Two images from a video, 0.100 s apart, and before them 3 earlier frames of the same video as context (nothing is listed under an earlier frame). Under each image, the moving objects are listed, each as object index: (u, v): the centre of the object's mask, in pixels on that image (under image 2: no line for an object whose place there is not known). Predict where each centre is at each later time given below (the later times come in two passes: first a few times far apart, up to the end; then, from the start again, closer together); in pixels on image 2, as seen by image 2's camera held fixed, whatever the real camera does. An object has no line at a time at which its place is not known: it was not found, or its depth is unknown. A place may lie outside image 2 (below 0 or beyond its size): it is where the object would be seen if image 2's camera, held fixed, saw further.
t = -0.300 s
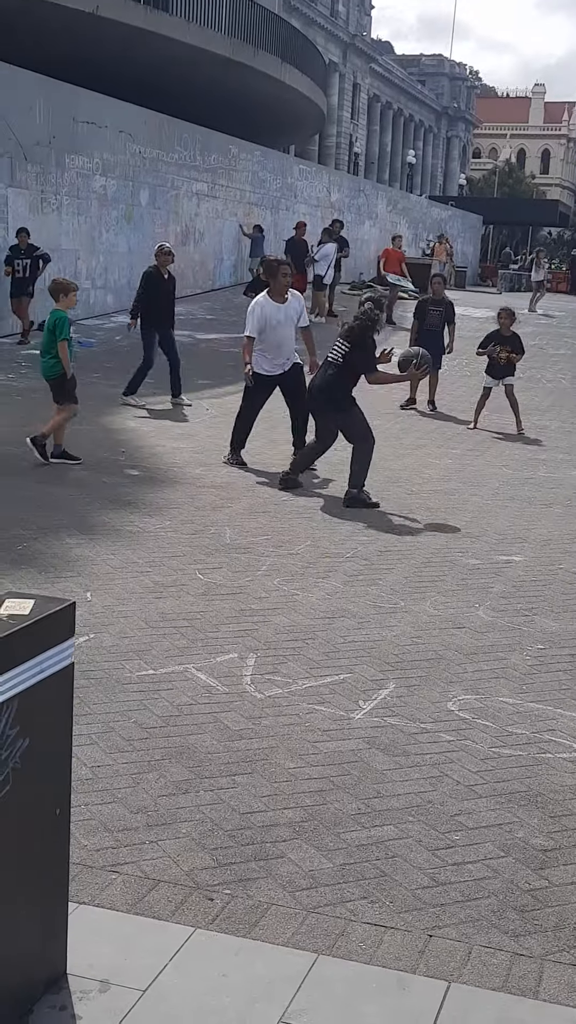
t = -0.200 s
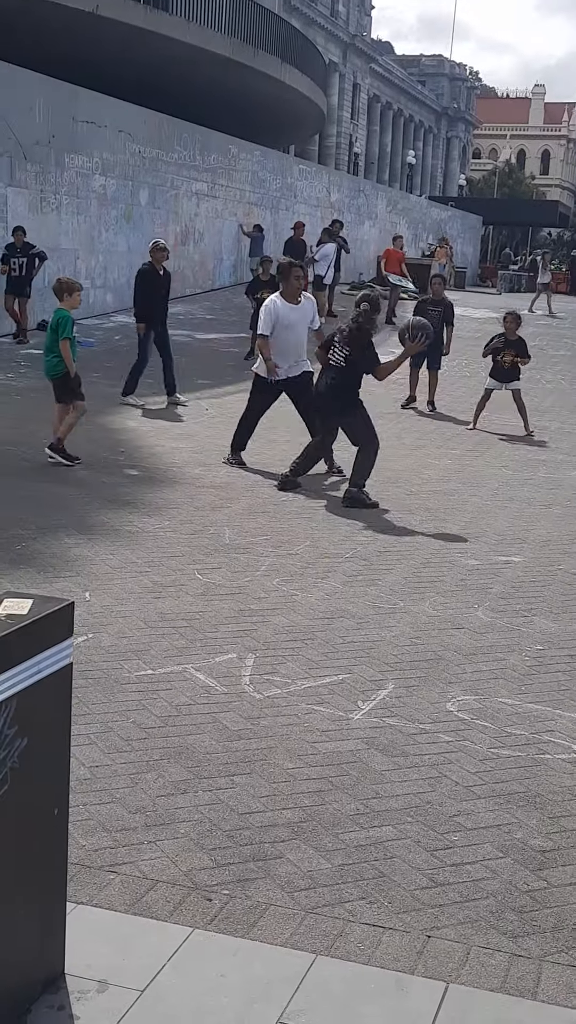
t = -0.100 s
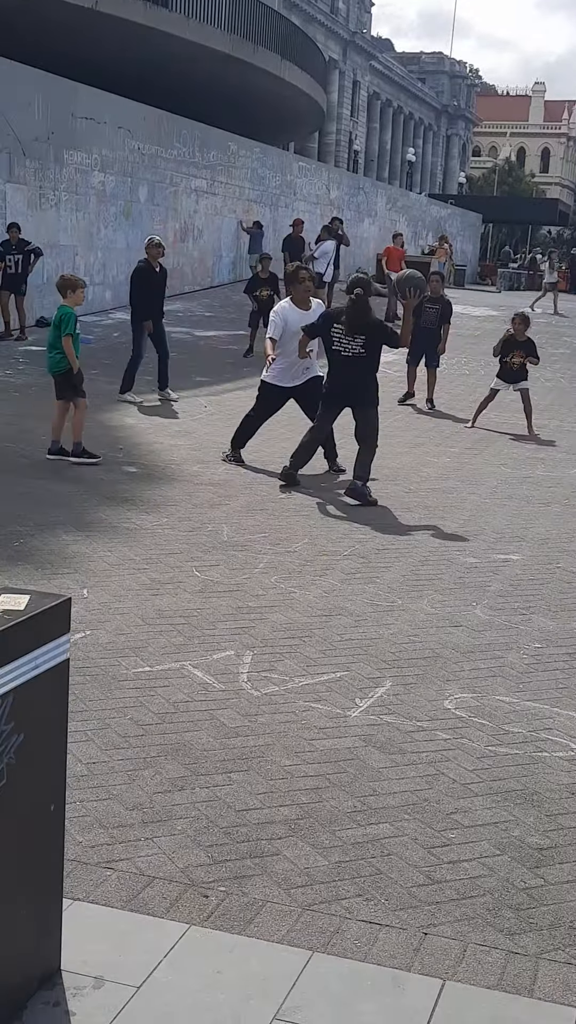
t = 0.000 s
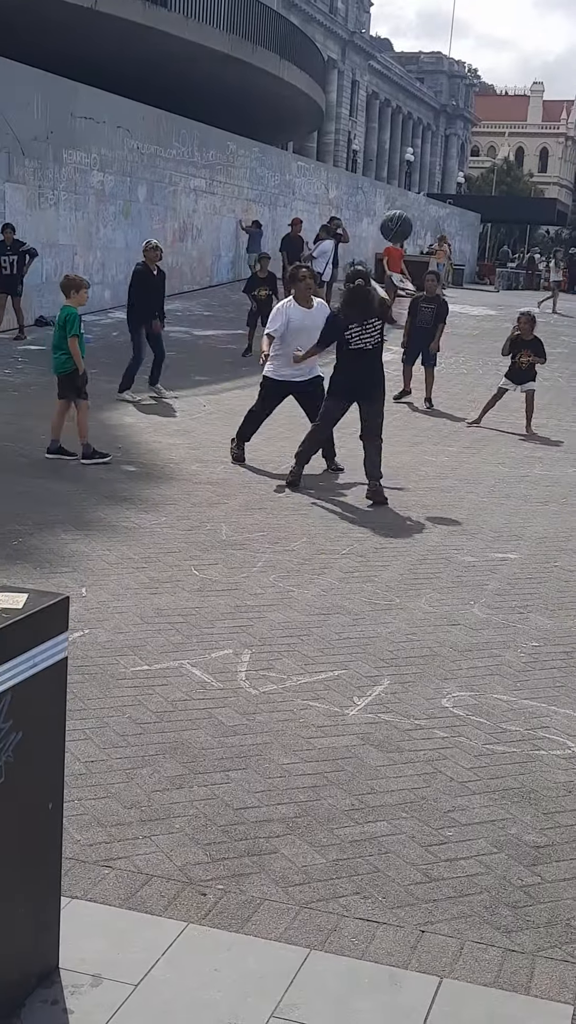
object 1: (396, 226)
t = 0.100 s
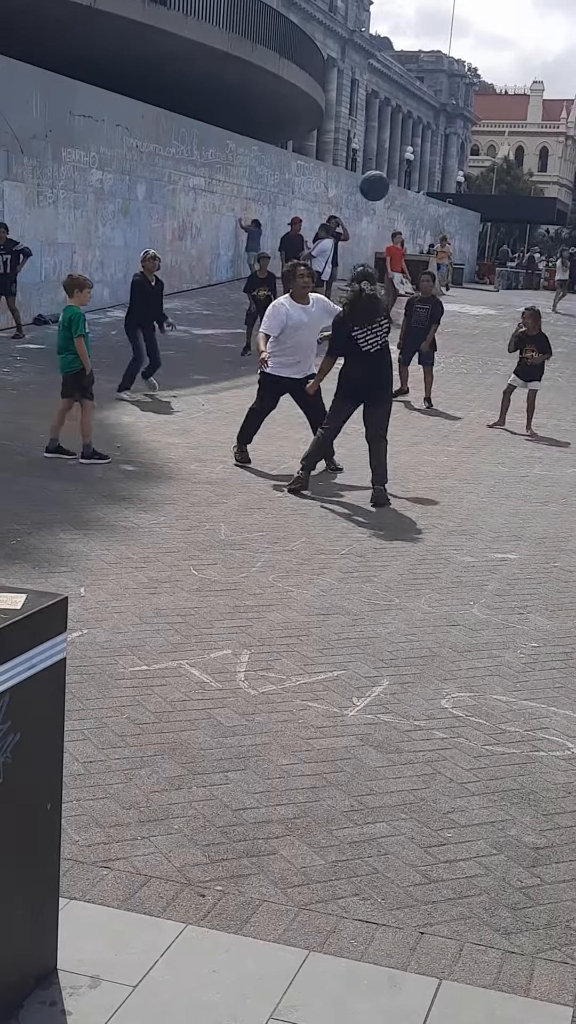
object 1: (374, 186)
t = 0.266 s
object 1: (339, 154)
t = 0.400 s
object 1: (316, 150)
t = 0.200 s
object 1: (353, 163)
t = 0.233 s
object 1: (346, 158)
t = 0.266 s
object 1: (339, 154)
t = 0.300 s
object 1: (334, 151)
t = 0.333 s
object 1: (327, 150)
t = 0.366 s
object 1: (322, 150)
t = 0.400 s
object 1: (316, 150)
